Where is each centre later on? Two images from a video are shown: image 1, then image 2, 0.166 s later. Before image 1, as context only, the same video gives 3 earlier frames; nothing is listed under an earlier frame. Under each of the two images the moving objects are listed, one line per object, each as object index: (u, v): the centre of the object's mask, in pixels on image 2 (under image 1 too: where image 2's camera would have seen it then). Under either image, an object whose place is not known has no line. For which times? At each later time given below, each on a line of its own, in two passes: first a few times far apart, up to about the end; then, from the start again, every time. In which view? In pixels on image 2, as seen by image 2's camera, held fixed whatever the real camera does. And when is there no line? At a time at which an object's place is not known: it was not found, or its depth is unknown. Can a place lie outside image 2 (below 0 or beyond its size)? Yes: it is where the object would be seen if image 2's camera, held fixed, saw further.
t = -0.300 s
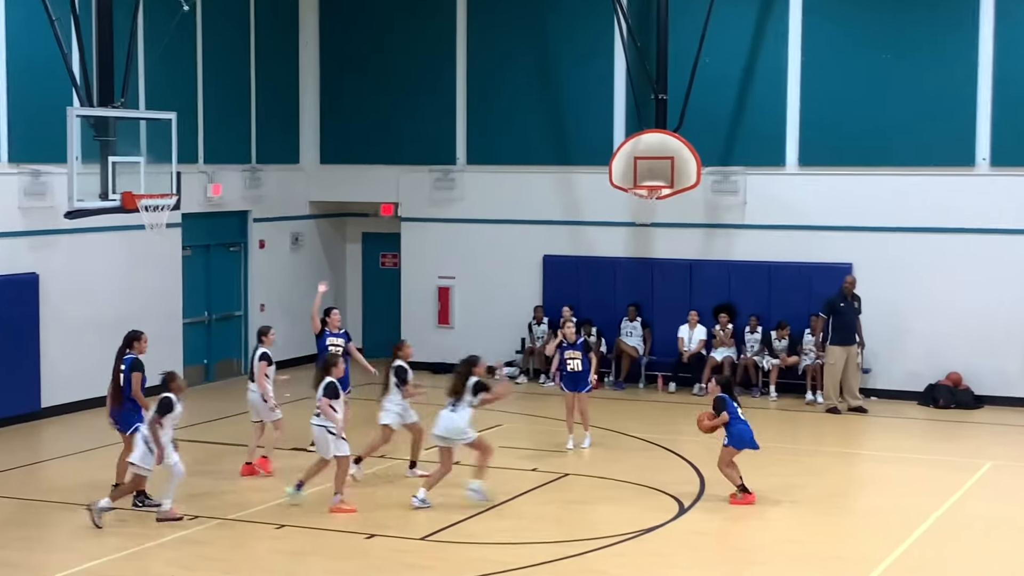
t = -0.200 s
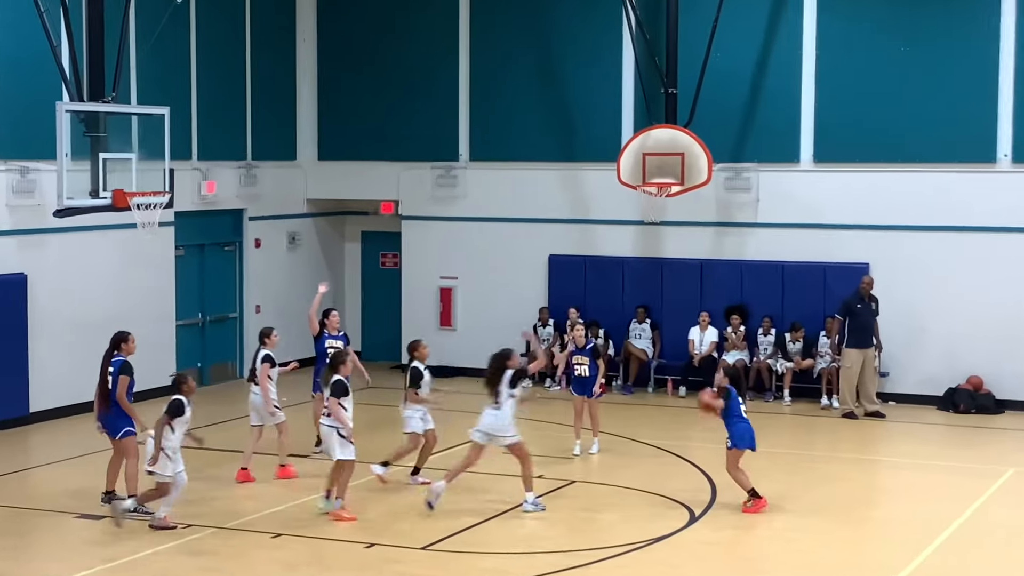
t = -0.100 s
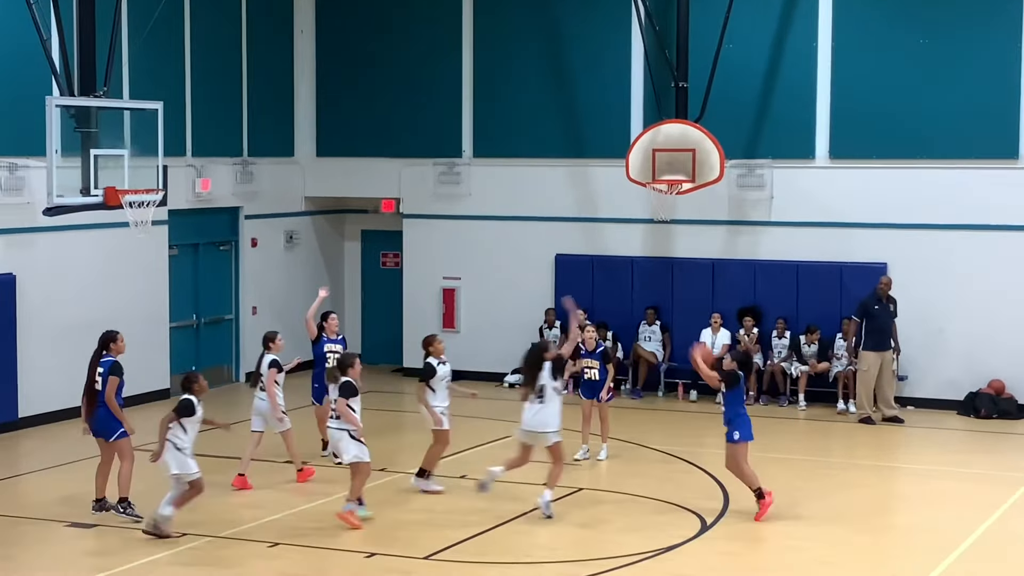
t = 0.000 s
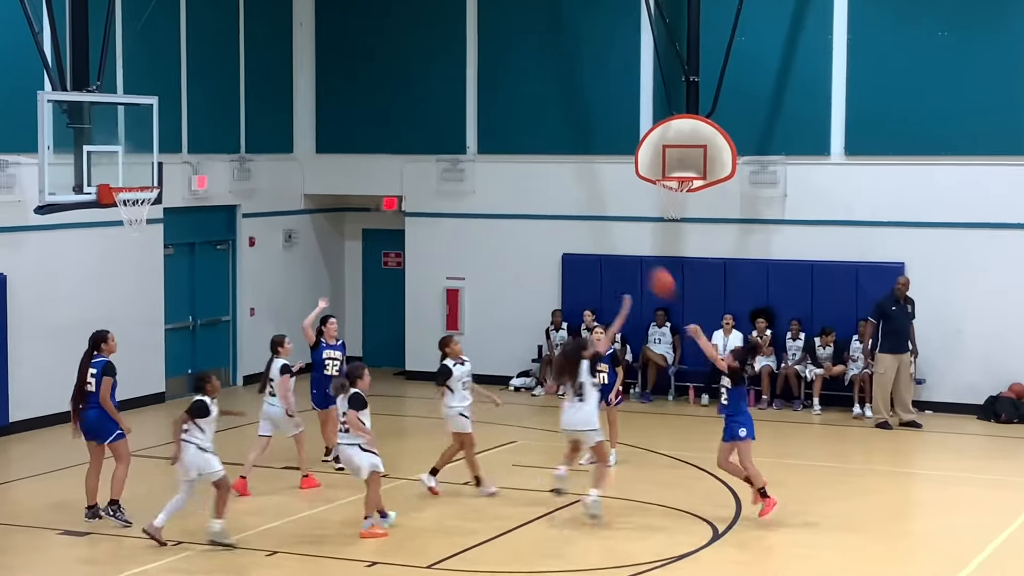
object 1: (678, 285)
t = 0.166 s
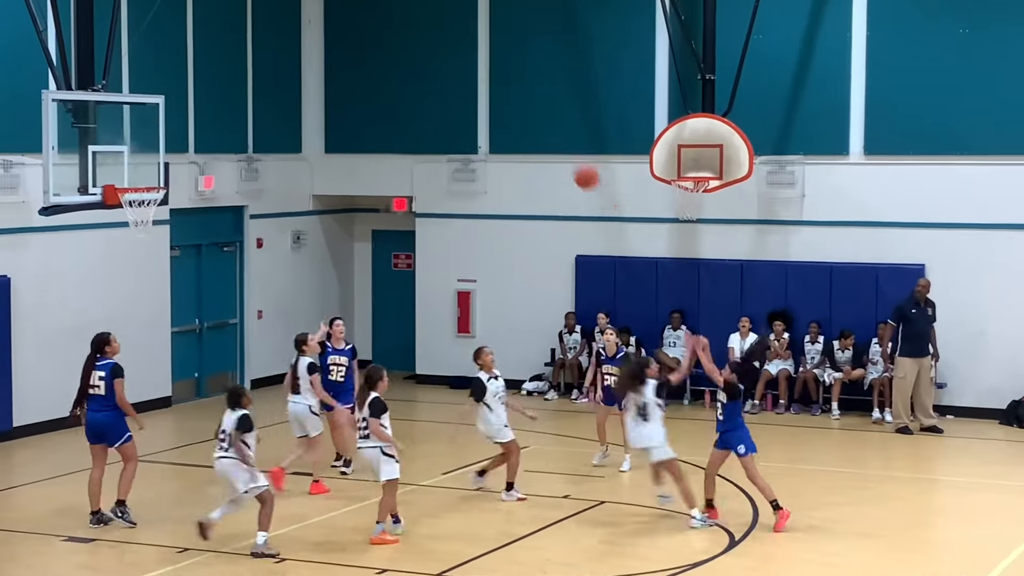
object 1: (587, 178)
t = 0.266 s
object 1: (534, 126)
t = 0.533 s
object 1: (398, 46)
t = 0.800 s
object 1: (265, 39)
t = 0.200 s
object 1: (568, 157)
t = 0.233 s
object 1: (551, 141)
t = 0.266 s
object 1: (534, 126)
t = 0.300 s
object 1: (516, 112)
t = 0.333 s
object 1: (499, 99)
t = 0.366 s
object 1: (482, 87)
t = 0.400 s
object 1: (464, 76)
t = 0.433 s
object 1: (447, 67)
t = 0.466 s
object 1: (431, 59)
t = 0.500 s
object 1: (413, 52)
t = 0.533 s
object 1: (398, 46)
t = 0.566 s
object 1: (379, 41)
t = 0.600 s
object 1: (362, 37)
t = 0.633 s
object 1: (346, 35)
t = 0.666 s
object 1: (330, 33)
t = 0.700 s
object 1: (313, 33)
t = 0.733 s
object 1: (297, 34)
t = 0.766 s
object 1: (280, 36)
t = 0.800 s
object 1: (265, 39)
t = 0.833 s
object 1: (249, 43)
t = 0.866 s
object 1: (235, 50)
